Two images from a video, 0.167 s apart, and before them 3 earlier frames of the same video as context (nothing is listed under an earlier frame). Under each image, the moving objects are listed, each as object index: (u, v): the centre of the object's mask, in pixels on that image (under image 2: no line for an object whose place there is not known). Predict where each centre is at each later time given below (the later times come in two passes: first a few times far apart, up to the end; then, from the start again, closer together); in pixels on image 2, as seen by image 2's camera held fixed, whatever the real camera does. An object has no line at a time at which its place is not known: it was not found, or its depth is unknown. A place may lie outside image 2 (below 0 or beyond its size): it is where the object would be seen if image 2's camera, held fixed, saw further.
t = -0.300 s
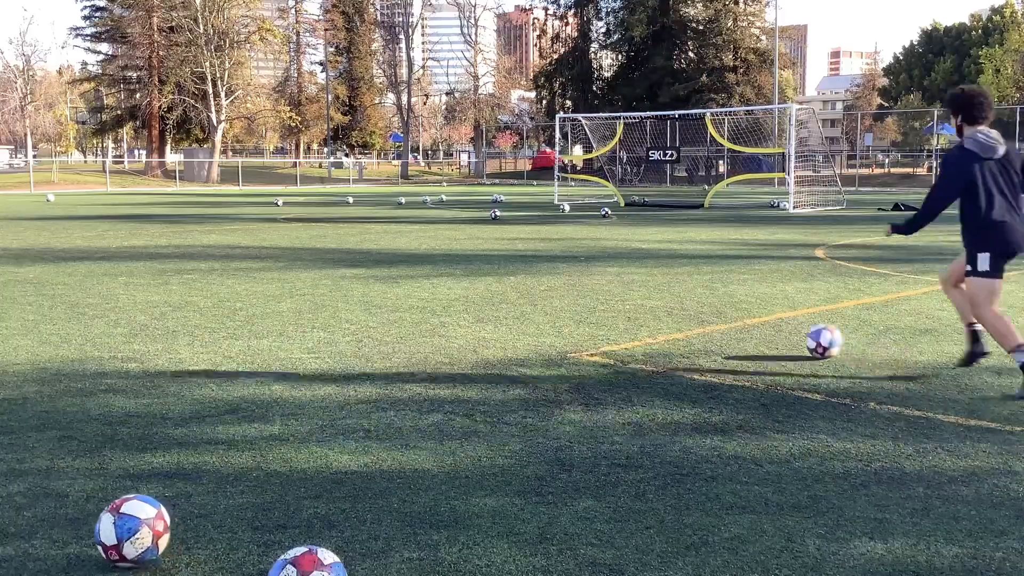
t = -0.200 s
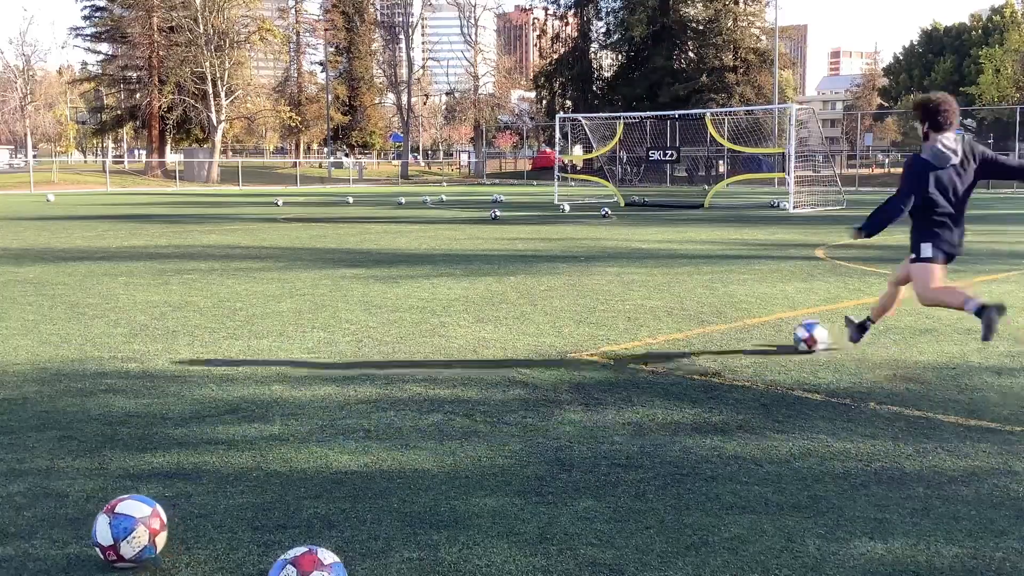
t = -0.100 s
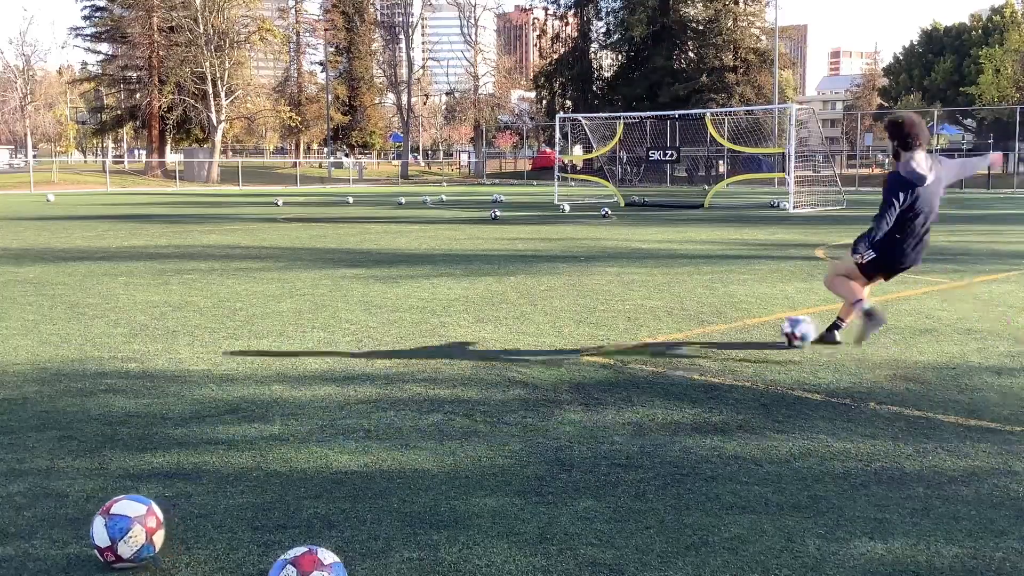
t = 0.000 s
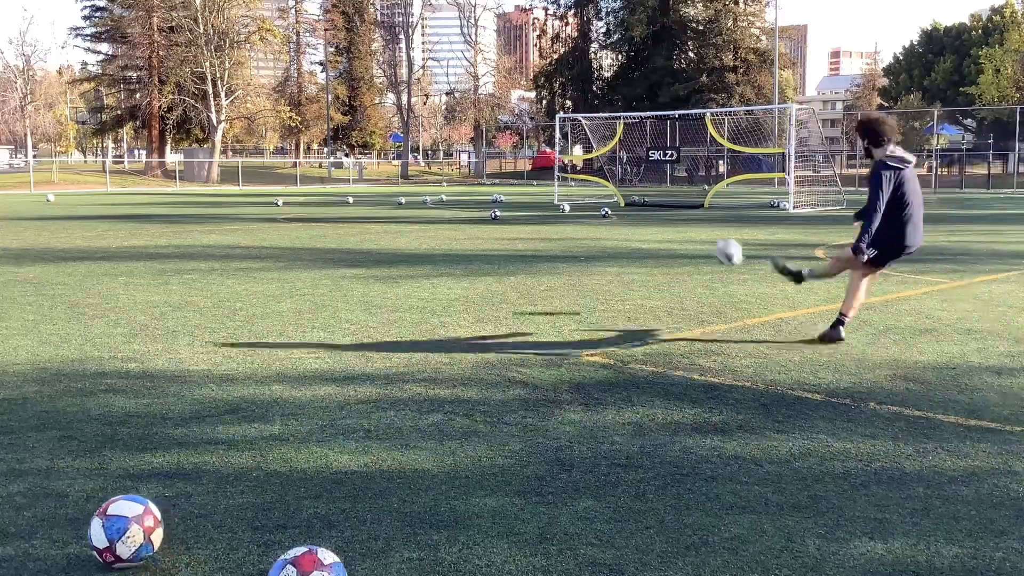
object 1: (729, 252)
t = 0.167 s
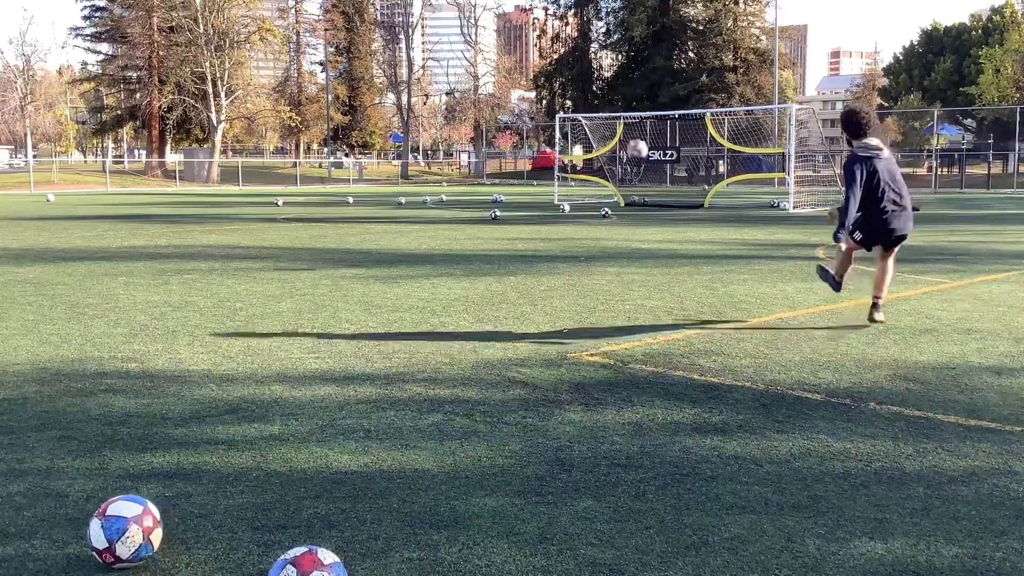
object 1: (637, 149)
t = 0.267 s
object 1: (610, 120)
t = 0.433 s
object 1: (583, 98)
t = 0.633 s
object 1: (570, 95)
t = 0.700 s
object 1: (569, 98)
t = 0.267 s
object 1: (610, 120)
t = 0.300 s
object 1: (602, 113)
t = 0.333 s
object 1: (596, 108)
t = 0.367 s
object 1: (591, 104)
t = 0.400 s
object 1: (587, 101)
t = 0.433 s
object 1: (583, 98)
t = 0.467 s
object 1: (579, 96)
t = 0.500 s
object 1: (577, 95)
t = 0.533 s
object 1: (575, 94)
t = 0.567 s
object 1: (573, 95)
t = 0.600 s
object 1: (571, 95)
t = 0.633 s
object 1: (570, 95)
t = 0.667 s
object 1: (570, 96)
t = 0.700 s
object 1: (569, 98)
